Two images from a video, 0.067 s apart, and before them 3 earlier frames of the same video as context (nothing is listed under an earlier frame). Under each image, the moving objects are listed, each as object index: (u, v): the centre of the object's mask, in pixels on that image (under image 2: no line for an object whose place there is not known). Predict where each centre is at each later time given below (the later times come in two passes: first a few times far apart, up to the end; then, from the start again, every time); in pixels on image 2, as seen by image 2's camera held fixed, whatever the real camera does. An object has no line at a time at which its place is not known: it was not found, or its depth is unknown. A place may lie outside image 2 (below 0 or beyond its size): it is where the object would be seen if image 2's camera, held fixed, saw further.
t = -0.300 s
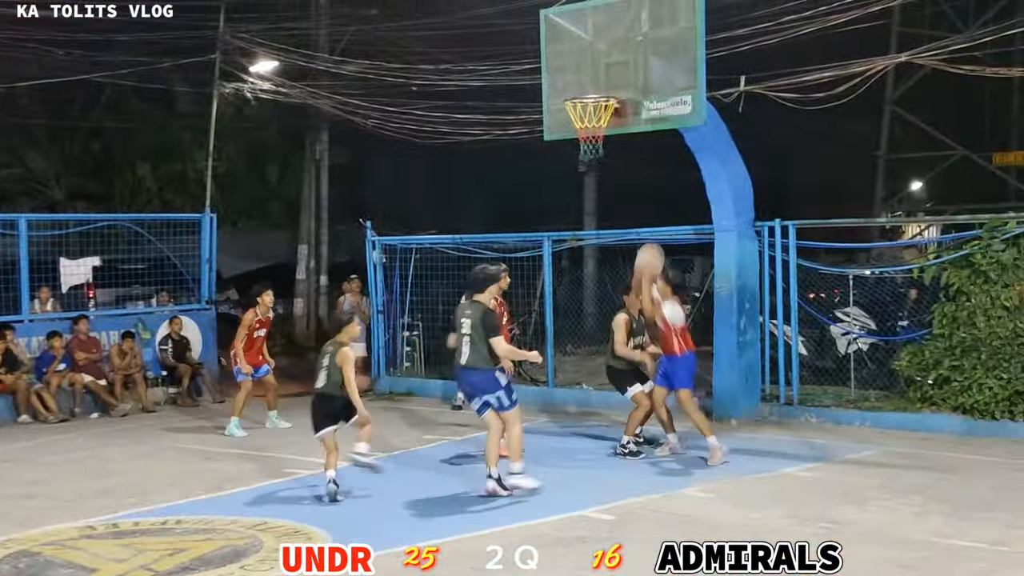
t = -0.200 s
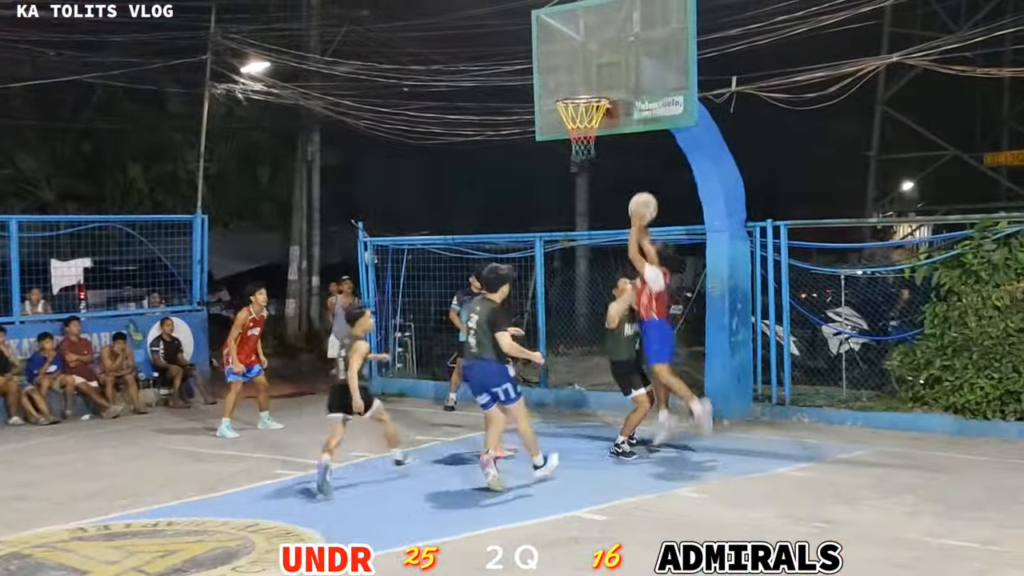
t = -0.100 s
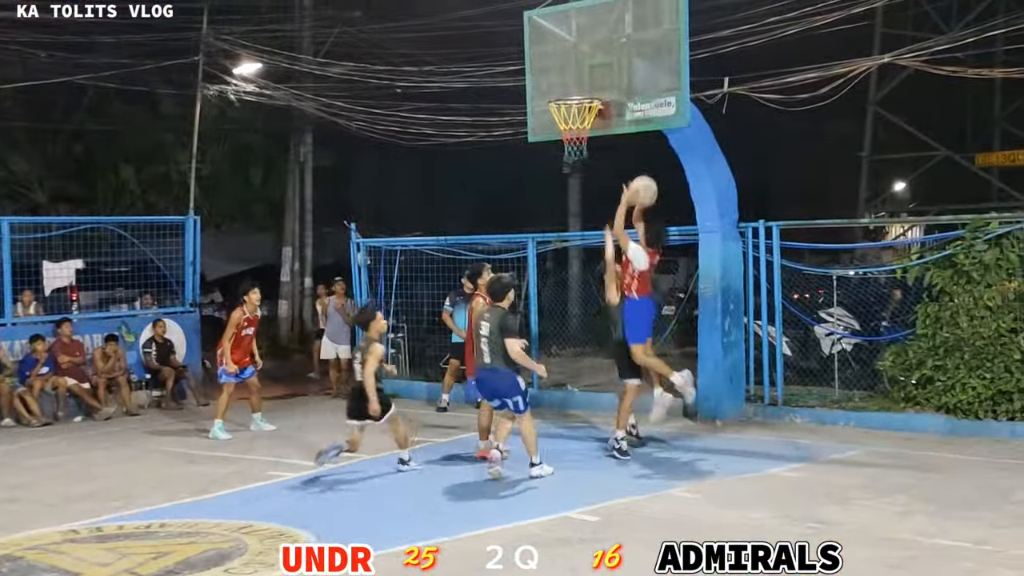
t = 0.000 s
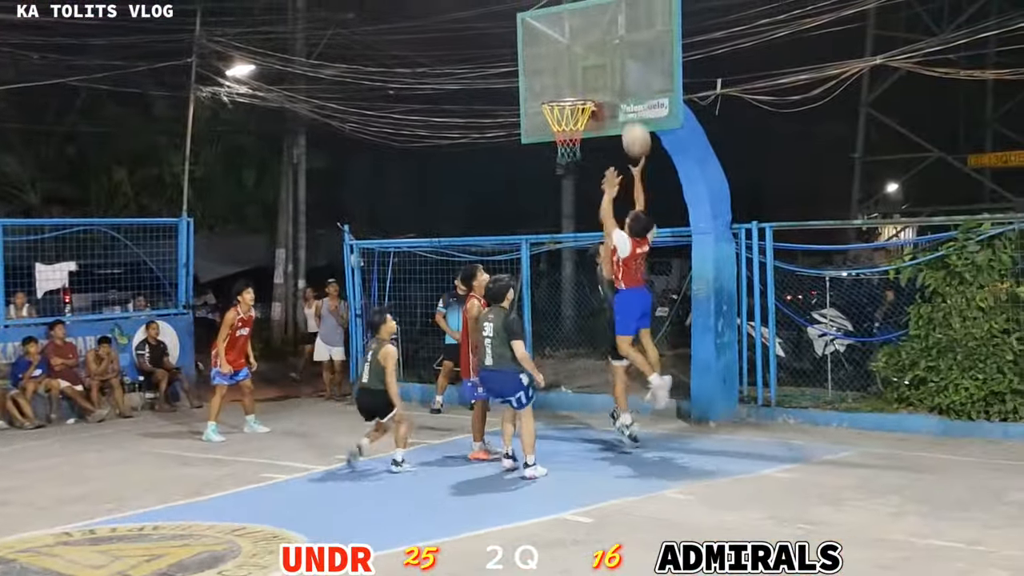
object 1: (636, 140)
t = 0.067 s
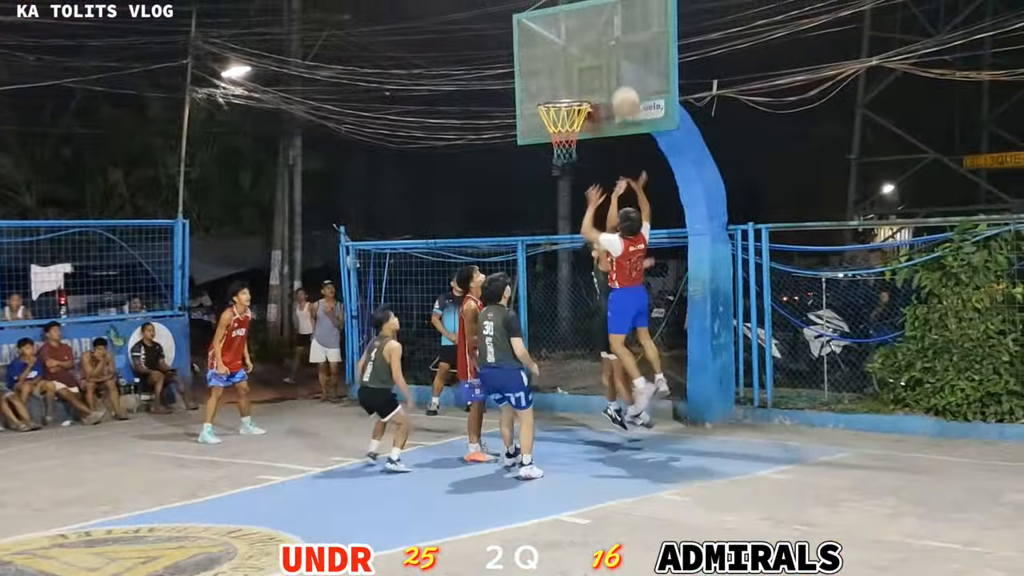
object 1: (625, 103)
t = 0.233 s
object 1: (611, 35)
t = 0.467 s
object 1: (588, -3)
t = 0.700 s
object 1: (563, 13)
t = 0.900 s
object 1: (543, 76)
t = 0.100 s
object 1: (623, 88)
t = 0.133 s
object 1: (620, 74)
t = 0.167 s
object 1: (616, 57)
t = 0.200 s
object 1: (613, 46)
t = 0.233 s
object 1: (611, 35)
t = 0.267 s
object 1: (608, 26)
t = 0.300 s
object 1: (606, 18)
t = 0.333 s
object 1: (604, 12)
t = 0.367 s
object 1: (601, 5)
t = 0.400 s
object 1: (596, 1)
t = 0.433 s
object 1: (592, -2)
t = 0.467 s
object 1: (588, -3)
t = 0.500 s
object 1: (585, -4)
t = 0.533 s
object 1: (581, -5)
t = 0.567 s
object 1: (577, -3)
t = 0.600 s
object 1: (574, -2)
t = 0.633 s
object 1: (570, 2)
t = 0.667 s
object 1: (566, 6)
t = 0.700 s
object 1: (563, 13)
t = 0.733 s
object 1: (559, 21)
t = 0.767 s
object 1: (555, 30)
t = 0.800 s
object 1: (553, 40)
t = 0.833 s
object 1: (550, 50)
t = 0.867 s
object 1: (546, 63)
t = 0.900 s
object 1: (543, 76)
